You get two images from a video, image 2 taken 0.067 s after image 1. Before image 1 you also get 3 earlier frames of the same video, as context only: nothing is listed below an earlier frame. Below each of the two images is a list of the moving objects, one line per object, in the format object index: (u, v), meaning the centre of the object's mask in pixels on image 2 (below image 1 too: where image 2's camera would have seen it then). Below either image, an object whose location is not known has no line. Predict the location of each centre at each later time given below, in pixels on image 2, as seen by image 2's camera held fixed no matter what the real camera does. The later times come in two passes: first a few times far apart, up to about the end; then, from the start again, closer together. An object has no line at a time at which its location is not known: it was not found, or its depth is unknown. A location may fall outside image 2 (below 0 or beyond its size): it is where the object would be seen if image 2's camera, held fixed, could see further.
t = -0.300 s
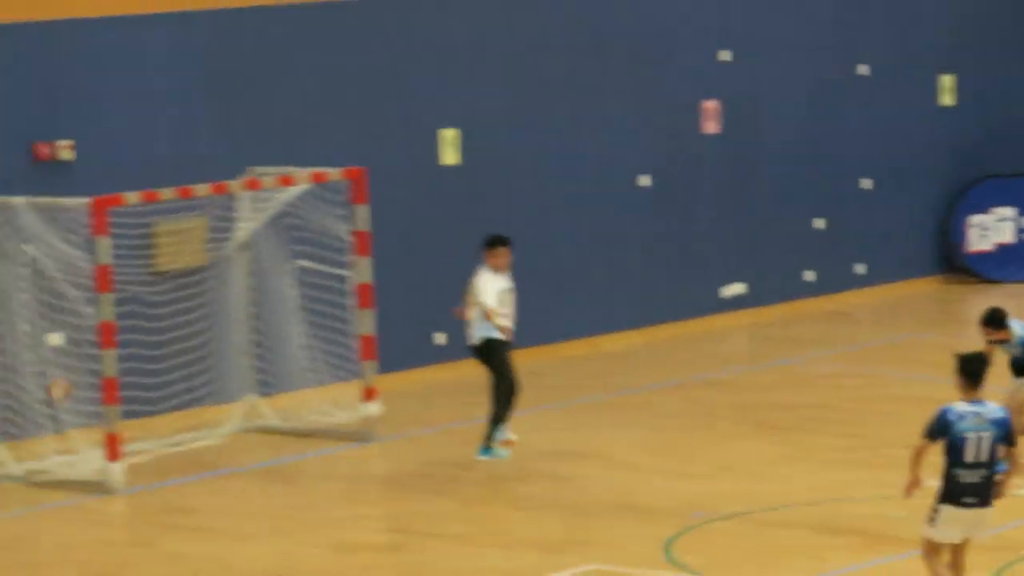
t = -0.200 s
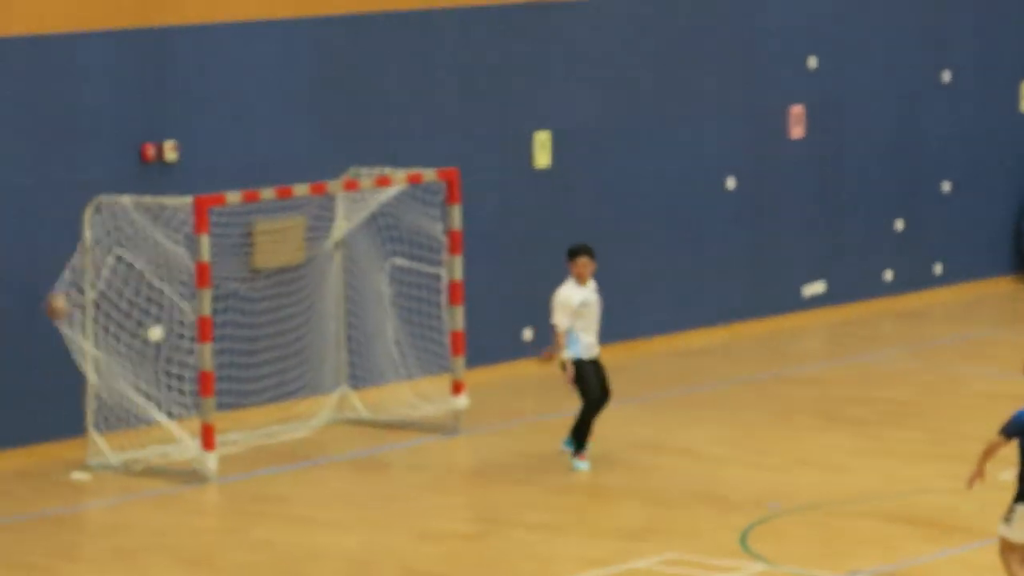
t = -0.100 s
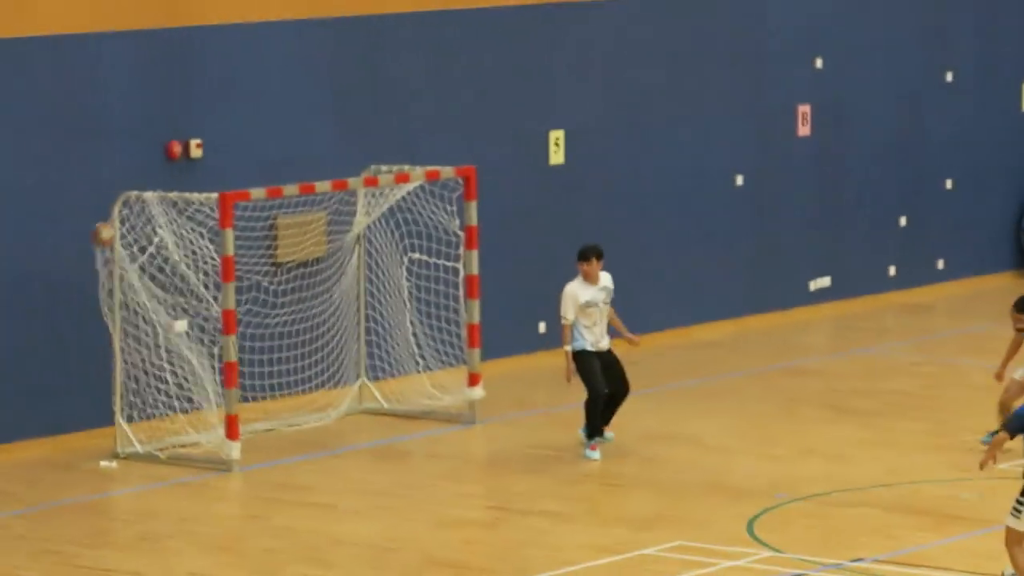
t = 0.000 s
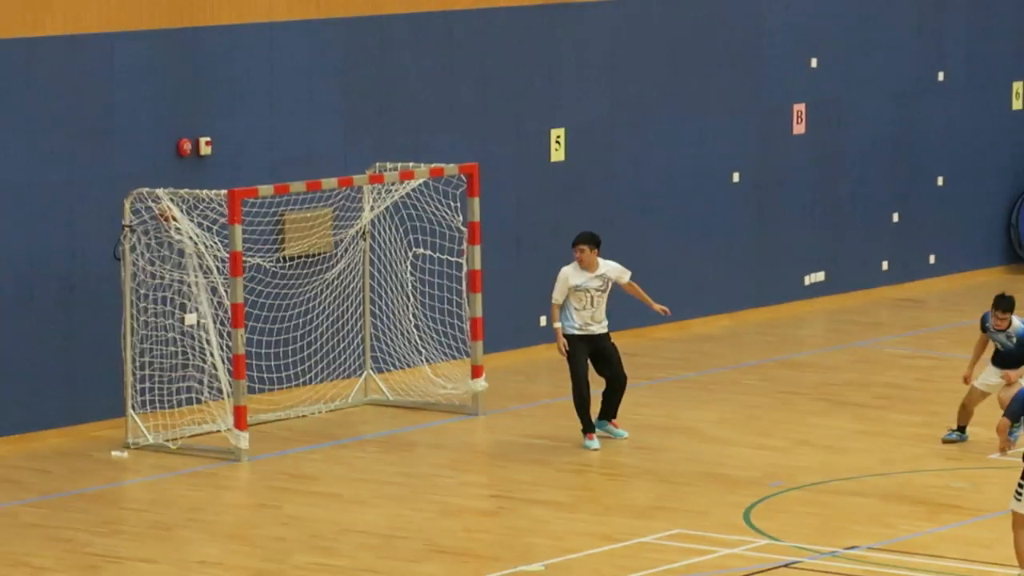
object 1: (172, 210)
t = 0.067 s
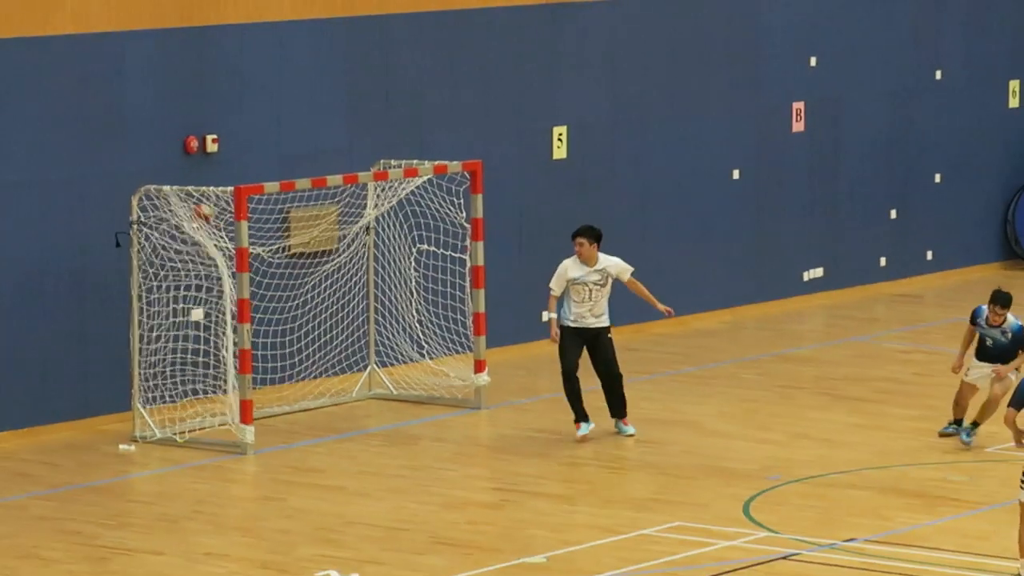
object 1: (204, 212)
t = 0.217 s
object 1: (231, 238)
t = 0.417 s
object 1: (289, 322)
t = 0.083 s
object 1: (207, 215)
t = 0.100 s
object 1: (211, 218)
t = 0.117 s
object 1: (215, 221)
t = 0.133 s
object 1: (220, 224)
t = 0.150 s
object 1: (224, 227)
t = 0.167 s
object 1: (227, 229)
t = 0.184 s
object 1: (228, 234)
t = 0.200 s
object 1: (230, 237)
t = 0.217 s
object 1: (231, 238)
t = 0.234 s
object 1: (251, 249)
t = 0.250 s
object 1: (253, 253)
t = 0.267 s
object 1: (255, 259)
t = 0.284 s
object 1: (258, 263)
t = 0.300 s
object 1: (260, 271)
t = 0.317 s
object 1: (265, 277)
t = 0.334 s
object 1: (268, 283)
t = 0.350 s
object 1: (273, 290)
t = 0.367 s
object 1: (276, 297)
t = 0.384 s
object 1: (281, 305)
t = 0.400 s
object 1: (285, 314)
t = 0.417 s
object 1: (289, 322)
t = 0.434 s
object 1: (293, 331)
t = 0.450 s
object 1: (297, 339)
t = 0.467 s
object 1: (302, 348)
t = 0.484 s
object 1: (306, 358)
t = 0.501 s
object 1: (310, 367)
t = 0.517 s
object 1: (312, 378)
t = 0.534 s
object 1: (317, 388)
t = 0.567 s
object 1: (325, 411)
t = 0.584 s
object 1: (329, 424)
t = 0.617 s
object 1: (331, 416)
